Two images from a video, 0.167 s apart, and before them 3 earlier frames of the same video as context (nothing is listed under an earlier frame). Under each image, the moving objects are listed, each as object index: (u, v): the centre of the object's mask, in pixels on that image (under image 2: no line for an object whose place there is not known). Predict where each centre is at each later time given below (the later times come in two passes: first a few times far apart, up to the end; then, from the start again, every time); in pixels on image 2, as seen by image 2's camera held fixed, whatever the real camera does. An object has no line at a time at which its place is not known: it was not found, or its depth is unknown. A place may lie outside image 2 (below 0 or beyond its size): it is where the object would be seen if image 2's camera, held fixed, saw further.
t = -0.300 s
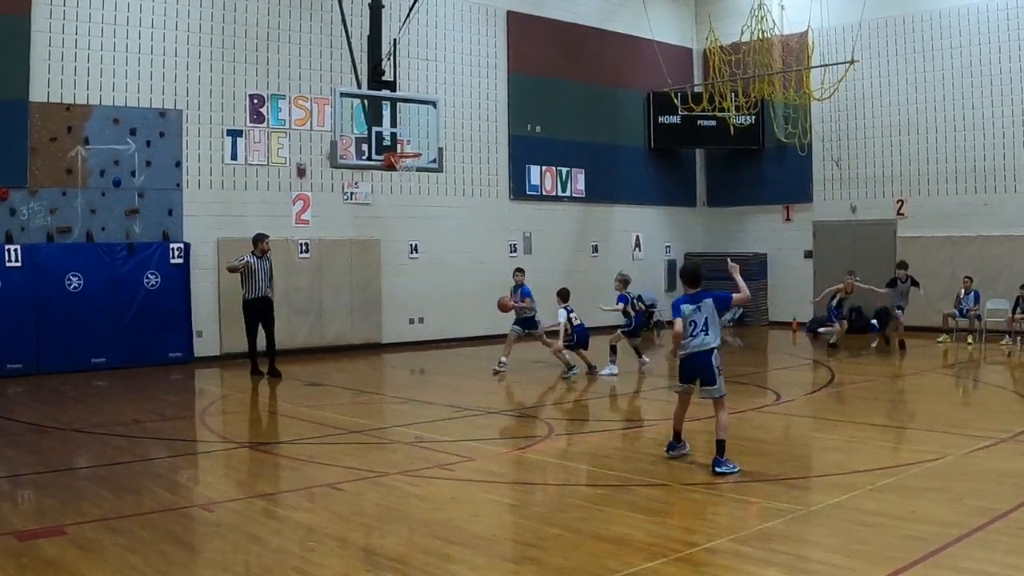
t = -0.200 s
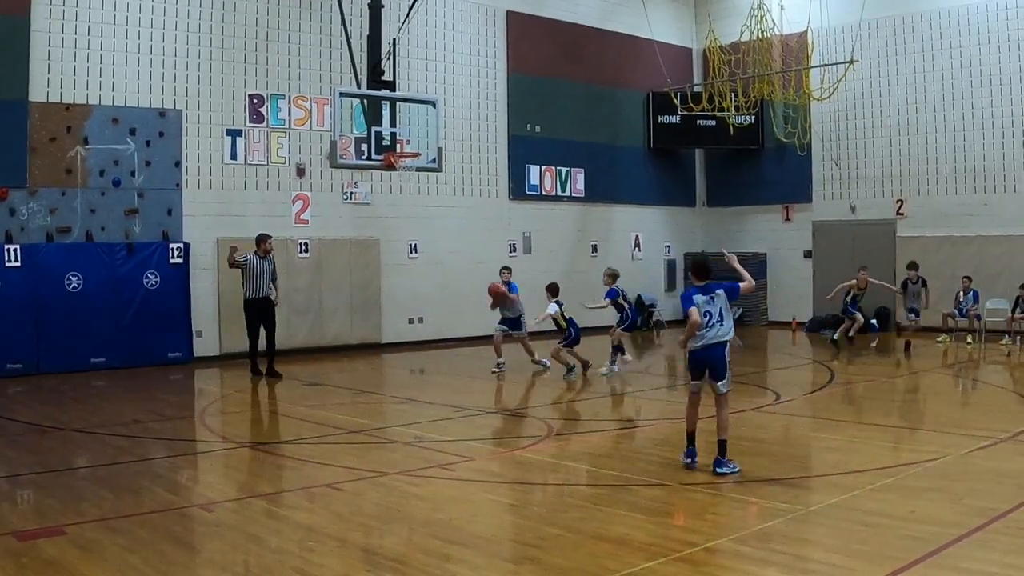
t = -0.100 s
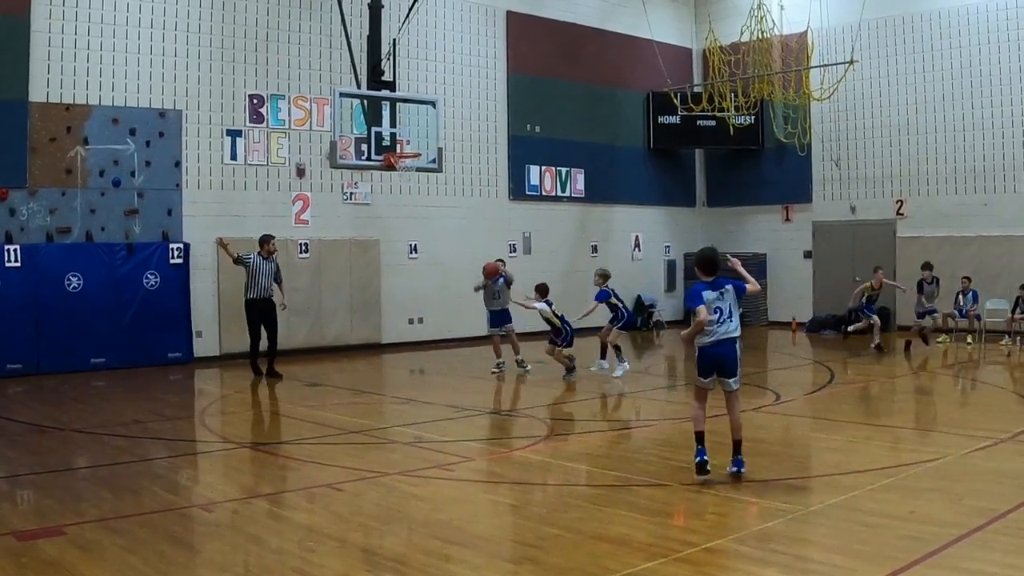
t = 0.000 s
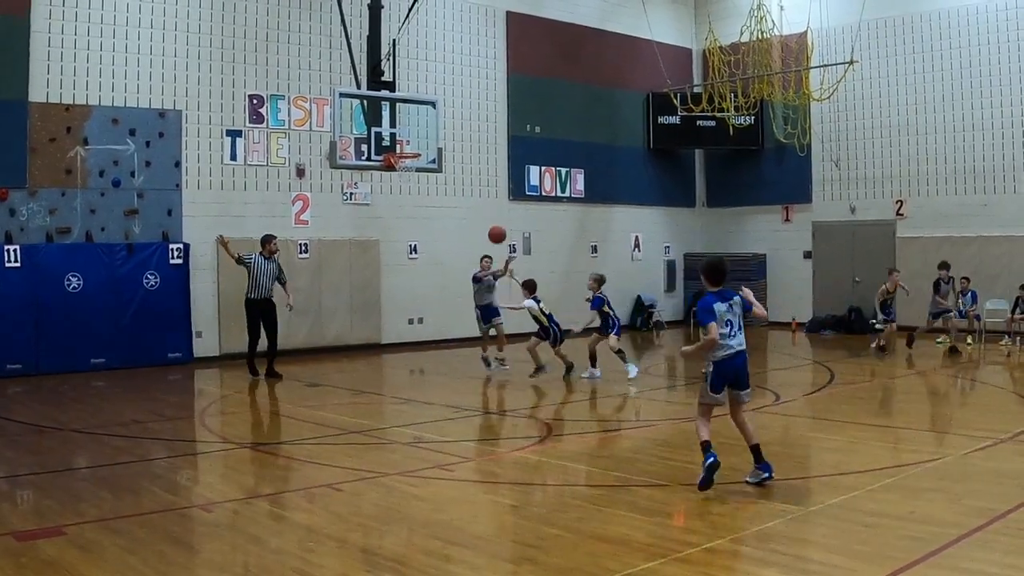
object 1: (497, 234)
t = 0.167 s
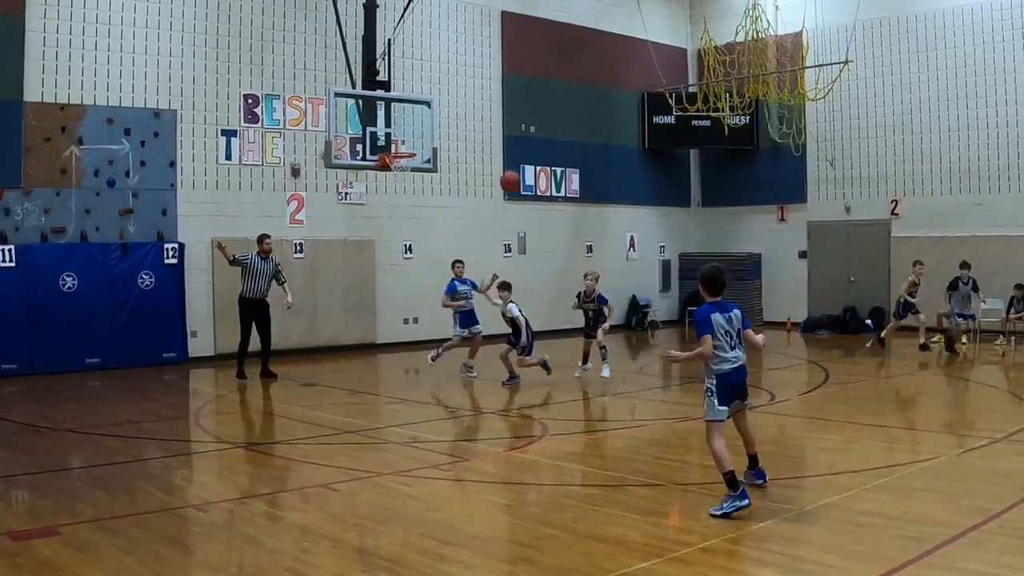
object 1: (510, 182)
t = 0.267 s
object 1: (523, 155)
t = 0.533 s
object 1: (569, 119)
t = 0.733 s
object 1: (625, 143)
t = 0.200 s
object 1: (514, 172)
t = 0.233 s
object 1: (518, 163)
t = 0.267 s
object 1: (523, 155)
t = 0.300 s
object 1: (527, 148)
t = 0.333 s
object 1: (532, 141)
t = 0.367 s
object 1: (538, 135)
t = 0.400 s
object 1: (543, 130)
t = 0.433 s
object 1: (549, 125)
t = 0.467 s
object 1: (555, 122)
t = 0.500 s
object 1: (561, 120)
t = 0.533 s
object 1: (569, 119)
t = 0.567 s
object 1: (576, 119)
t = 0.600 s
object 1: (585, 120)
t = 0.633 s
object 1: (594, 124)
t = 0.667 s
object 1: (603, 128)
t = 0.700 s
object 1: (613, 135)
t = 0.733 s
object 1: (625, 143)
